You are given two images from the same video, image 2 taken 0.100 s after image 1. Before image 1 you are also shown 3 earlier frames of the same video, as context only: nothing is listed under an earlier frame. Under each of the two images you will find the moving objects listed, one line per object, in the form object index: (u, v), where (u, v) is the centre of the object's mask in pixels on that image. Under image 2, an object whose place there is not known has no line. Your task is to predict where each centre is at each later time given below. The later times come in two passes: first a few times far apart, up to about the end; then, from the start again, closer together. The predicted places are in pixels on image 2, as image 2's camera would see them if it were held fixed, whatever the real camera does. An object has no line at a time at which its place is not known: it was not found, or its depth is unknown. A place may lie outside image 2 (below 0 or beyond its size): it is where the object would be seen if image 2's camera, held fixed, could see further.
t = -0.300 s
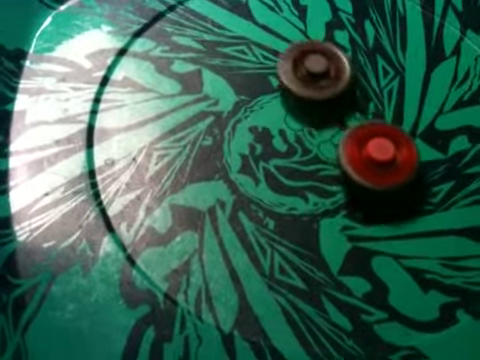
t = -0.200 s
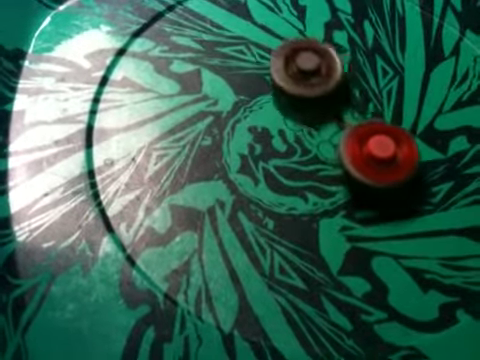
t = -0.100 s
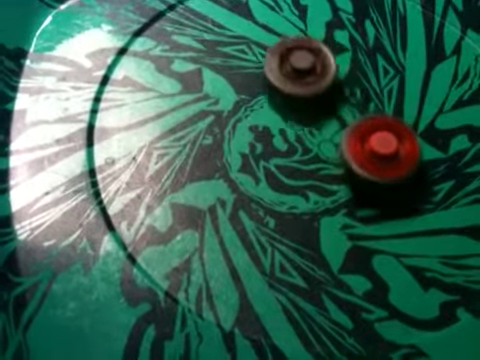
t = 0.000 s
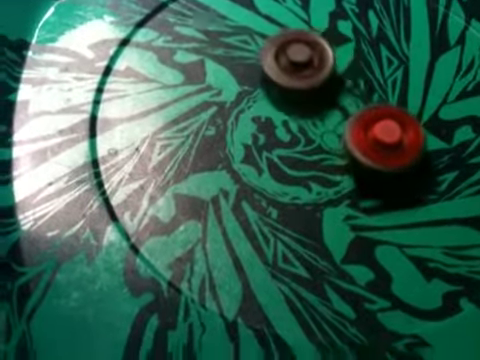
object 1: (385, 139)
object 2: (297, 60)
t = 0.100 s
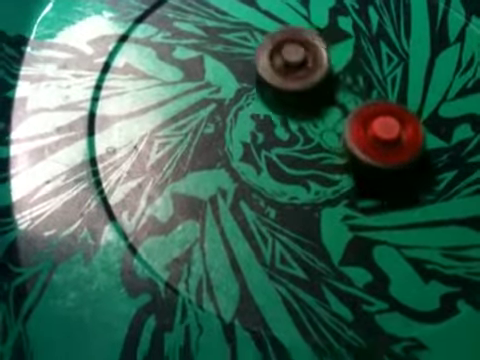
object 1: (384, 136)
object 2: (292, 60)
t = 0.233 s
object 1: (384, 133)
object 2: (288, 71)
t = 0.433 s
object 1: (382, 128)
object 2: (288, 91)
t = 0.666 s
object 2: (258, 103)
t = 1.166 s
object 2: (238, 152)
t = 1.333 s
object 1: (402, 122)
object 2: (250, 164)
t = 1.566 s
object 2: (277, 173)
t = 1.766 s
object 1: (376, 102)
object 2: (307, 170)
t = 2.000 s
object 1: (367, 86)
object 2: (338, 154)
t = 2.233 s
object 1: (372, 66)
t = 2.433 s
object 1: (375, 62)
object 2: (361, 140)
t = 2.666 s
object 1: (376, 60)
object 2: (366, 131)
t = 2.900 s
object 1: (373, 55)
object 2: (365, 136)
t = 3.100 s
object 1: (365, 55)
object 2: (360, 139)
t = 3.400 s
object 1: (344, 57)
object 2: (343, 138)
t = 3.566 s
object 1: (333, 54)
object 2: (332, 136)
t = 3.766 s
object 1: (320, 51)
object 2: (318, 132)
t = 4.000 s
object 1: (312, 47)
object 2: (303, 124)
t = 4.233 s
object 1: (308, 46)
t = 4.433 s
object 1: (308, 45)
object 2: (284, 115)
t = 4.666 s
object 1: (314, 48)
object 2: (281, 123)
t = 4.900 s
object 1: (310, 57)
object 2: (289, 125)
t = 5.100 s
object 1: (310, 53)
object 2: (295, 141)
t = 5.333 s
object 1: (302, 53)
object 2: (305, 153)
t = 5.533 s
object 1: (294, 55)
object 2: (316, 158)
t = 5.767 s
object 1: (287, 57)
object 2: (329, 157)
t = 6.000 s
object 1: (281, 61)
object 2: (338, 147)
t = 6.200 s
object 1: (277, 67)
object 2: (342, 136)
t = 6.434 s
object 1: (273, 75)
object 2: (342, 120)
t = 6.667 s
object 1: (263, 78)
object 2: (349, 113)
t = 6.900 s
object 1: (258, 83)
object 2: (349, 106)
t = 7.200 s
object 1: (256, 89)
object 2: (341, 98)
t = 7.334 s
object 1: (253, 92)
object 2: (342, 97)
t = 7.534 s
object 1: (246, 97)
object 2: (341, 95)
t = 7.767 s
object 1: (246, 102)
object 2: (335, 101)
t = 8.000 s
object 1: (247, 108)
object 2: (333, 111)
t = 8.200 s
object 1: (249, 114)
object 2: (336, 119)
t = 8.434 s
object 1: (251, 121)
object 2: (339, 129)
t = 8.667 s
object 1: (237, 123)
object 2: (367, 131)
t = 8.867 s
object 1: (238, 126)
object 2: (372, 128)
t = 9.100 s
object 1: (245, 132)
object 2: (362, 123)
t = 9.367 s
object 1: (256, 139)
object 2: (340, 119)
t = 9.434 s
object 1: (258, 142)
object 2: (336, 119)
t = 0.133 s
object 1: (384, 135)
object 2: (290, 63)
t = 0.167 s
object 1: (384, 135)
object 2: (289, 66)
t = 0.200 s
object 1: (384, 135)
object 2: (288, 69)
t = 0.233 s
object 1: (384, 133)
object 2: (288, 71)
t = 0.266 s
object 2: (287, 74)
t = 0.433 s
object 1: (382, 128)
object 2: (288, 91)
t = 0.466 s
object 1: (381, 127)
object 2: (288, 94)
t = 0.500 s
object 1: (381, 126)
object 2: (289, 96)
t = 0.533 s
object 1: (380, 124)
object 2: (290, 101)
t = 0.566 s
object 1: (380, 124)
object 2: (292, 105)
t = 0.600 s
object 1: (381, 123)
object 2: (291, 107)
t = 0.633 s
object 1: (398, 127)
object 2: (272, 105)
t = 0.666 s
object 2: (258, 103)
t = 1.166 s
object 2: (238, 152)
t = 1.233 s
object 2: (242, 157)
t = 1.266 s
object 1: (405, 124)
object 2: (244, 160)
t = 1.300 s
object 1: (403, 122)
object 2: (247, 162)
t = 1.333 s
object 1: (402, 122)
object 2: (250, 164)
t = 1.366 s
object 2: (253, 166)
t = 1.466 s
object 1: (393, 117)
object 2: (265, 171)
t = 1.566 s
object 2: (277, 173)
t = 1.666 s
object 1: (380, 106)
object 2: (292, 173)
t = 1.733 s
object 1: (378, 103)
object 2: (302, 172)
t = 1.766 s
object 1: (376, 102)
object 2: (307, 170)
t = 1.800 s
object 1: (372, 98)
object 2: (311, 168)
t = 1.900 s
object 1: (370, 92)
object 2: (326, 161)
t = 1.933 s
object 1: (369, 90)
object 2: (331, 158)
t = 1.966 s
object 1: (367, 88)
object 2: (335, 156)
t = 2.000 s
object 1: (367, 86)
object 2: (338, 154)
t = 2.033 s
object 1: (369, 80)
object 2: (339, 156)
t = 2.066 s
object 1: (371, 75)
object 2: (341, 156)
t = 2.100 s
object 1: (371, 72)
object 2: (343, 155)
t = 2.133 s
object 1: (371, 71)
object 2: (347, 154)
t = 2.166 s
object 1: (371, 70)
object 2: (349, 152)
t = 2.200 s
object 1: (371, 69)
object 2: (351, 150)
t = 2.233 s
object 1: (372, 66)
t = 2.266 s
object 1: (372, 64)
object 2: (354, 148)
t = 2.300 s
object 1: (373, 64)
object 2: (356, 146)
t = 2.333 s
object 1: (373, 62)
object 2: (357, 145)
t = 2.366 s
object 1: (374, 62)
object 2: (359, 142)
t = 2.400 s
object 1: (375, 62)
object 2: (360, 141)
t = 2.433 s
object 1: (375, 62)
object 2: (361, 140)
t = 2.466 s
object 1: (375, 61)
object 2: (362, 138)
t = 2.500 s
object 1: (375, 62)
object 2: (364, 136)
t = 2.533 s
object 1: (375, 61)
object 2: (365, 134)
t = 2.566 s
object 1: (375, 62)
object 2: (366, 133)
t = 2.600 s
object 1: (375, 61)
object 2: (366, 132)
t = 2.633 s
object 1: (375, 59)
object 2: (366, 132)
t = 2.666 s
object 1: (376, 60)
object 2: (366, 131)
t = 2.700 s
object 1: (376, 60)
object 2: (367, 131)
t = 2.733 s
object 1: (376, 59)
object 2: (367, 130)
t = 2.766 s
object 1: (376, 59)
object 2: (366, 133)
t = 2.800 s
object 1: (376, 56)
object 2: (365, 136)
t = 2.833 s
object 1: (376, 55)
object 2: (365, 136)
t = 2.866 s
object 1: (375, 55)
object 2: (365, 136)
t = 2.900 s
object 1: (373, 55)
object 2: (365, 136)
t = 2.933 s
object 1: (372, 55)
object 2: (365, 136)
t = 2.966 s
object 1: (370, 54)
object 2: (364, 136)
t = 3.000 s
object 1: (370, 56)
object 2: (363, 137)
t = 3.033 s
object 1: (369, 55)
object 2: (362, 138)
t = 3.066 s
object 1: (367, 56)
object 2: (361, 138)
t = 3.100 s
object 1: (365, 55)
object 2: (360, 139)
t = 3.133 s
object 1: (363, 55)
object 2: (358, 138)
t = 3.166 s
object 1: (361, 56)
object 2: (356, 139)
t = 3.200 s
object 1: (358, 56)
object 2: (354, 139)
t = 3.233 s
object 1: (356, 57)
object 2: (353, 139)
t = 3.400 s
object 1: (344, 57)
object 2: (343, 138)
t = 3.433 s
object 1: (341, 56)
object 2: (341, 138)
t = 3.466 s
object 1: (339, 55)
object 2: (339, 137)
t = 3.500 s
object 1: (337, 55)
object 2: (336, 137)
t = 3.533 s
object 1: (335, 55)
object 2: (334, 137)
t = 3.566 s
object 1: (333, 54)
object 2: (332, 136)
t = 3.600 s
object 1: (330, 54)
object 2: (329, 136)
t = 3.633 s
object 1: (328, 54)
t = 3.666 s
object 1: (325, 53)
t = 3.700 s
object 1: (323, 52)
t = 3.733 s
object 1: (322, 52)
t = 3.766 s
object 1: (320, 51)
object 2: (318, 132)
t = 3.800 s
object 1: (318, 50)
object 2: (316, 130)
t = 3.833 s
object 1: (317, 49)
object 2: (314, 130)
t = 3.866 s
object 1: (315, 49)
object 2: (311, 129)
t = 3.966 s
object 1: (312, 47)
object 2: (304, 125)
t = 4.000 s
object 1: (312, 47)
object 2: (303, 124)
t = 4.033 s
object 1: (311, 47)
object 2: (301, 123)
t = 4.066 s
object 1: (310, 47)
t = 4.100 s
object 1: (310, 46)
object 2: (298, 120)
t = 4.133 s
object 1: (310, 46)
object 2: (297, 119)
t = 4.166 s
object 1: (310, 46)
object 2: (296, 118)
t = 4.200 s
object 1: (309, 46)
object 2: (294, 117)
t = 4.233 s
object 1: (308, 46)
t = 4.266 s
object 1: (308, 46)
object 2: (292, 116)
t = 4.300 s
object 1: (308, 46)
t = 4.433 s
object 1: (308, 45)
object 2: (284, 115)
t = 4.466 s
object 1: (311, 43)
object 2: (282, 118)
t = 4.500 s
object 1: (312, 44)
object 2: (281, 120)
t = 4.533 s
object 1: (314, 44)
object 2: (281, 120)
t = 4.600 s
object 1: (315, 46)
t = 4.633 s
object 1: (314, 47)
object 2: (281, 122)
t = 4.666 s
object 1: (314, 48)
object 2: (281, 123)
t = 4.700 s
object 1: (313, 49)
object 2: (282, 124)
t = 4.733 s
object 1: (314, 51)
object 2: (283, 124)
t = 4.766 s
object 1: (313, 52)
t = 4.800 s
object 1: (313, 53)
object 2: (285, 125)
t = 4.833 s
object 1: (312, 55)
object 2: (286, 125)
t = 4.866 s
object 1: (311, 56)
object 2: (288, 125)
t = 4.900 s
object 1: (310, 57)
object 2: (289, 125)
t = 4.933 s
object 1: (310, 57)
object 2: (290, 127)
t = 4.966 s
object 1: (310, 57)
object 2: (290, 128)
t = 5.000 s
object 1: (309, 58)
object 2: (292, 128)
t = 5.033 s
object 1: (308, 59)
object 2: (294, 129)
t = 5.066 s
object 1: (307, 58)
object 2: (294, 135)
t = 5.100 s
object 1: (310, 53)
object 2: (295, 141)
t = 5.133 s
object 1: (310, 52)
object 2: (295, 143)
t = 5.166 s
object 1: (309, 53)
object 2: (296, 146)
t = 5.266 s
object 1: (305, 54)
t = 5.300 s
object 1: (304, 53)
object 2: (303, 152)
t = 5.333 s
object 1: (302, 53)
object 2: (305, 153)
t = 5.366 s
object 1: (301, 54)
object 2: (307, 155)
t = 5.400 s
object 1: (300, 54)
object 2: (308, 156)
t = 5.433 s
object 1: (299, 54)
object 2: (310, 156)
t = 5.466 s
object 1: (298, 54)
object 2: (312, 157)
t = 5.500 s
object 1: (296, 55)
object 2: (314, 157)
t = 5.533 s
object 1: (294, 55)
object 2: (316, 158)
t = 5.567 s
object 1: (292, 54)
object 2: (318, 158)
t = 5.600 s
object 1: (292, 55)
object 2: (319, 159)
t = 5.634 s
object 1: (291, 55)
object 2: (320, 158)
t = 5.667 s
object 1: (290, 56)
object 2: (323, 158)
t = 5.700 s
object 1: (288, 56)
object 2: (326, 158)
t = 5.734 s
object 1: (288, 56)
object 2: (327, 157)
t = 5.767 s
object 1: (287, 57)
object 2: (329, 157)
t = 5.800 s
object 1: (285, 58)
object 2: (329, 156)
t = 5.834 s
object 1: (285, 57)
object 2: (331, 155)
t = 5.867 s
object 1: (284, 58)
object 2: (332, 154)
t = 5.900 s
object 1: (283, 59)
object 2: (334, 151)
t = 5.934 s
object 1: (282, 59)
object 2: (335, 150)
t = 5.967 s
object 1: (282, 60)
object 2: (337, 149)
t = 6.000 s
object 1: (281, 61)
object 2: (338, 147)
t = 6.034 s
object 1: (281, 62)
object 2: (339, 145)
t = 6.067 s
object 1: (280, 63)
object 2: (340, 143)
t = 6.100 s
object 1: (279, 64)
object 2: (341, 141)
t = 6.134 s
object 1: (279, 64)
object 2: (341, 139)
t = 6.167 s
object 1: (278, 66)
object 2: (342, 137)
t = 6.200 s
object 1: (277, 67)
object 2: (342, 136)
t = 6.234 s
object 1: (277, 68)
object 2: (343, 134)
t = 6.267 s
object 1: (276, 69)
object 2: (343, 132)
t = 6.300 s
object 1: (276, 70)
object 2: (343, 129)
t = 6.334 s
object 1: (275, 72)
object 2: (343, 127)
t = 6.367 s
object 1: (275, 72)
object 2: (343, 125)
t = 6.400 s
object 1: (274, 74)
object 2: (343, 123)
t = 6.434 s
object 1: (273, 75)
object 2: (342, 120)
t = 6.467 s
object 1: (271, 75)
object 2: (343, 118)
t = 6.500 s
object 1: (268, 75)
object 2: (346, 118)
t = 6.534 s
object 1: (267, 74)
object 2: (347, 118)
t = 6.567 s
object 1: (266, 75)
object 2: (348, 117)
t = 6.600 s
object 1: (265, 76)
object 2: (348, 116)
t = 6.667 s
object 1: (263, 78)
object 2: (349, 113)
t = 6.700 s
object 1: (263, 79)
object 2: (350, 112)
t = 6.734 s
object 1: (262, 79)
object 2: (350, 111)
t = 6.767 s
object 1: (261, 80)
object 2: (350, 110)
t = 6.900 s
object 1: (258, 83)
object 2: (349, 106)
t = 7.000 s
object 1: (257, 85)
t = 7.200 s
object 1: (256, 89)
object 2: (341, 98)
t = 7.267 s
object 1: (257, 91)
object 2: (339, 97)
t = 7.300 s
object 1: (258, 91)
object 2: (338, 96)
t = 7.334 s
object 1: (253, 92)
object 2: (342, 97)
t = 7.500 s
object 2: (341, 95)
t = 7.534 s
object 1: (246, 97)
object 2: (341, 95)
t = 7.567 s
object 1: (247, 98)
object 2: (341, 96)
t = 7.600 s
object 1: (247, 98)
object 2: (340, 96)
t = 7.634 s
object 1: (247, 99)
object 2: (339, 97)
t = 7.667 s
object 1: (247, 100)
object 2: (339, 98)
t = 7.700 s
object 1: (247, 101)
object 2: (337, 100)
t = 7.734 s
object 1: (247, 101)
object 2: (336, 100)
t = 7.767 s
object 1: (246, 102)
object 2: (335, 101)
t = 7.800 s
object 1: (247, 103)
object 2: (334, 102)
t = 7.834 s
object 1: (247, 103)
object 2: (333, 104)
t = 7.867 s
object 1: (247, 105)
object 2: (332, 105)
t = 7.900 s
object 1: (248, 106)
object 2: (331, 107)
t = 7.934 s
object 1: (249, 107)
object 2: (331, 108)
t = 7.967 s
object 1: (248, 108)
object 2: (332, 110)
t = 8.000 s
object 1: (247, 108)
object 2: (333, 111)
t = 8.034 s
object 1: (247, 108)
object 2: (334, 112)
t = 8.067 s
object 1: (248, 109)
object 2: (334, 114)
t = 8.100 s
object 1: (248, 110)
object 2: (335, 116)
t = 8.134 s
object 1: (248, 111)
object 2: (335, 117)
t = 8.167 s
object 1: (249, 113)
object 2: (336, 118)
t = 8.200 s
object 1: (249, 114)
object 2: (336, 119)
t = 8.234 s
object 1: (250, 115)
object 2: (336, 121)
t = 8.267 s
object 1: (250, 116)
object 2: (336, 122)
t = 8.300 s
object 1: (251, 117)
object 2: (336, 123)
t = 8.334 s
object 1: (251, 118)
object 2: (336, 124)
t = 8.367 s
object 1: (252, 119)
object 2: (336, 126)
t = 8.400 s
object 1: (252, 120)
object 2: (336, 127)
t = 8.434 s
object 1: (251, 121)
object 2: (339, 129)
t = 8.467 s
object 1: (242, 122)
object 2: (350, 131)
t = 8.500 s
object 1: (237, 120)
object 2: (355, 132)
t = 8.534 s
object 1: (236, 120)
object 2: (358, 133)
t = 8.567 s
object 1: (237, 121)
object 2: (361, 132)
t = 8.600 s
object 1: (237, 122)
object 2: (363, 132)
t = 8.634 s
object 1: (237, 122)
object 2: (364, 132)
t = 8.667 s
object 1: (237, 123)
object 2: (367, 131)
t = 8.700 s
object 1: (237, 124)
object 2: (368, 131)
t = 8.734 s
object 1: (237, 125)
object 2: (370, 131)
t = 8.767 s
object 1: (237, 125)
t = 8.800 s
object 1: (237, 126)
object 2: (371, 130)
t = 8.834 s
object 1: (237, 126)
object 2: (372, 128)
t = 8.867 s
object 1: (238, 126)
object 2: (372, 128)
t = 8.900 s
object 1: (238, 127)
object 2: (371, 127)
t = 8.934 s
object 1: (240, 129)
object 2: (371, 126)
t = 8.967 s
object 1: (241, 129)
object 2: (370, 125)
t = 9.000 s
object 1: (242, 130)
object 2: (368, 124)
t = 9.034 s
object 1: (243, 131)
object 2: (366, 123)
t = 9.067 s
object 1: (244, 131)
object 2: (364, 122)
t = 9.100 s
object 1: (245, 132)
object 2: (362, 123)
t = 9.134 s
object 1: (247, 133)
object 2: (360, 121)
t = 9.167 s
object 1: (248, 134)
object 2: (357, 121)
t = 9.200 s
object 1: (249, 135)
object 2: (354, 120)
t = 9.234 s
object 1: (250, 136)
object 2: (351, 120)
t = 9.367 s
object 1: (256, 139)
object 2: (340, 119)
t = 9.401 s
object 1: (257, 141)
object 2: (337, 119)
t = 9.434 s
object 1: (258, 142)
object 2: (336, 119)
